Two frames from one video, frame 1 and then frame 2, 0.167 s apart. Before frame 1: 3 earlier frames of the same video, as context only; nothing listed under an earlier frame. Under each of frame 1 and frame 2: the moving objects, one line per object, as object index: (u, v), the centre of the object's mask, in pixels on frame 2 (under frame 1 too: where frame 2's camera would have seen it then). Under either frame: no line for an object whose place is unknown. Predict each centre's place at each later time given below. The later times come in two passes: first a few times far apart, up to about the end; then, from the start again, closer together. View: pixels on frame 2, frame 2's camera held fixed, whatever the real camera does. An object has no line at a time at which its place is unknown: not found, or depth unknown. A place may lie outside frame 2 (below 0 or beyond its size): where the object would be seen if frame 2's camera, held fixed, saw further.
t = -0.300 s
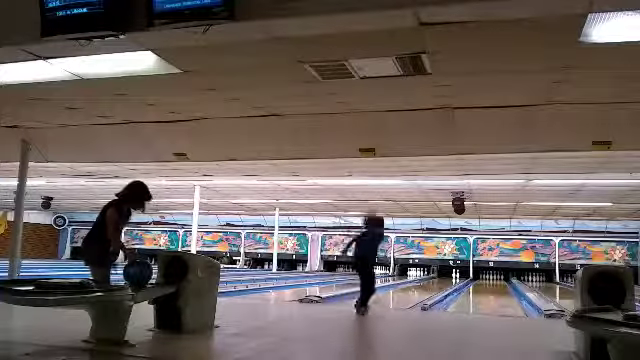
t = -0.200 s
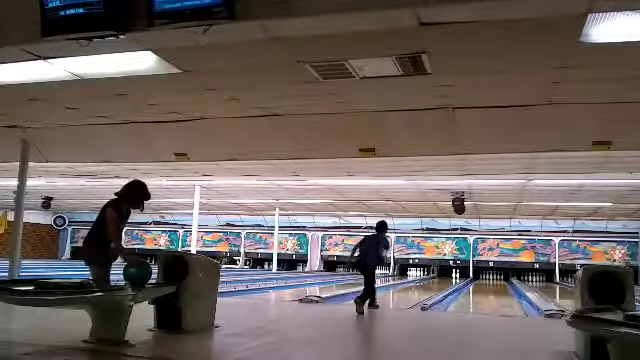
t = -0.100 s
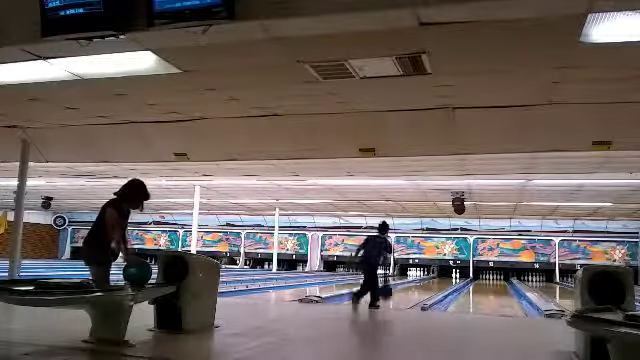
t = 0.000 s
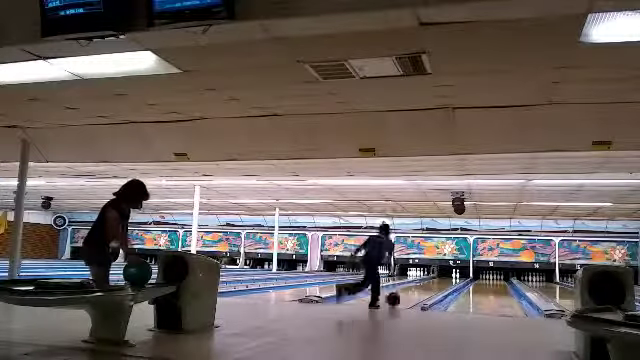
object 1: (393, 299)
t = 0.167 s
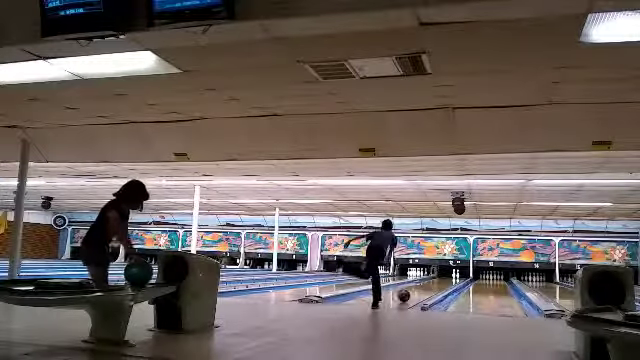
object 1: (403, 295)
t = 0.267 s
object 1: (409, 293)
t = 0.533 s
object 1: (419, 290)
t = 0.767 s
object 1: (426, 287)
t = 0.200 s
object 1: (406, 295)
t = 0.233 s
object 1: (407, 294)
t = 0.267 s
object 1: (409, 293)
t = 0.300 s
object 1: (410, 293)
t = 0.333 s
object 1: (412, 292)
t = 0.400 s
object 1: (413, 292)
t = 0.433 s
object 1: (416, 291)
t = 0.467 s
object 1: (416, 291)
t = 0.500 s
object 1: (419, 290)
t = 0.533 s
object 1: (419, 290)
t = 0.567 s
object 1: (421, 290)
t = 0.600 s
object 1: (421, 289)
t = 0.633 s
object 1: (422, 289)
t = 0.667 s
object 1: (423, 288)
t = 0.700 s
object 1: (425, 288)
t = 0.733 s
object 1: (426, 287)
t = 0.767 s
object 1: (426, 287)
